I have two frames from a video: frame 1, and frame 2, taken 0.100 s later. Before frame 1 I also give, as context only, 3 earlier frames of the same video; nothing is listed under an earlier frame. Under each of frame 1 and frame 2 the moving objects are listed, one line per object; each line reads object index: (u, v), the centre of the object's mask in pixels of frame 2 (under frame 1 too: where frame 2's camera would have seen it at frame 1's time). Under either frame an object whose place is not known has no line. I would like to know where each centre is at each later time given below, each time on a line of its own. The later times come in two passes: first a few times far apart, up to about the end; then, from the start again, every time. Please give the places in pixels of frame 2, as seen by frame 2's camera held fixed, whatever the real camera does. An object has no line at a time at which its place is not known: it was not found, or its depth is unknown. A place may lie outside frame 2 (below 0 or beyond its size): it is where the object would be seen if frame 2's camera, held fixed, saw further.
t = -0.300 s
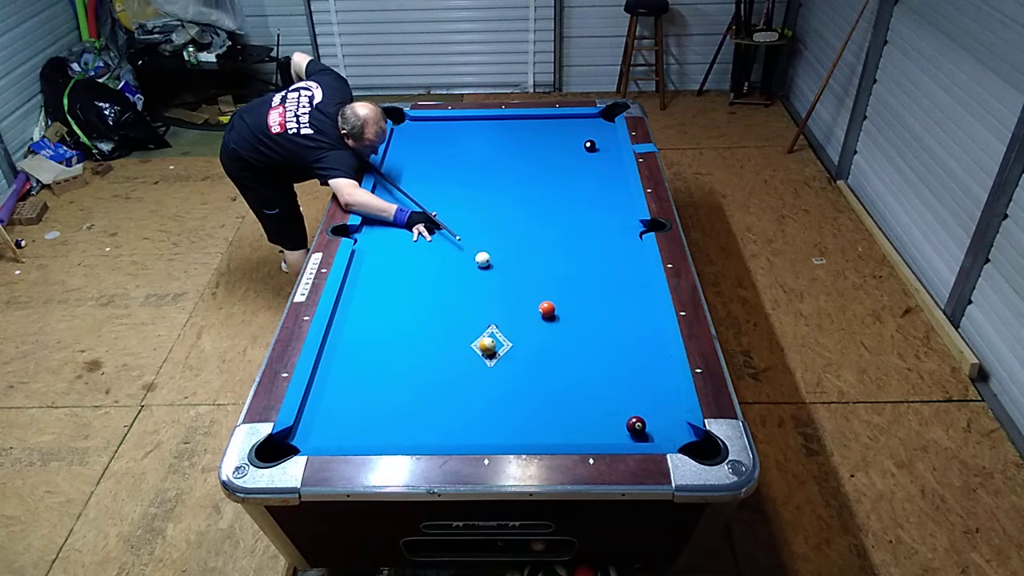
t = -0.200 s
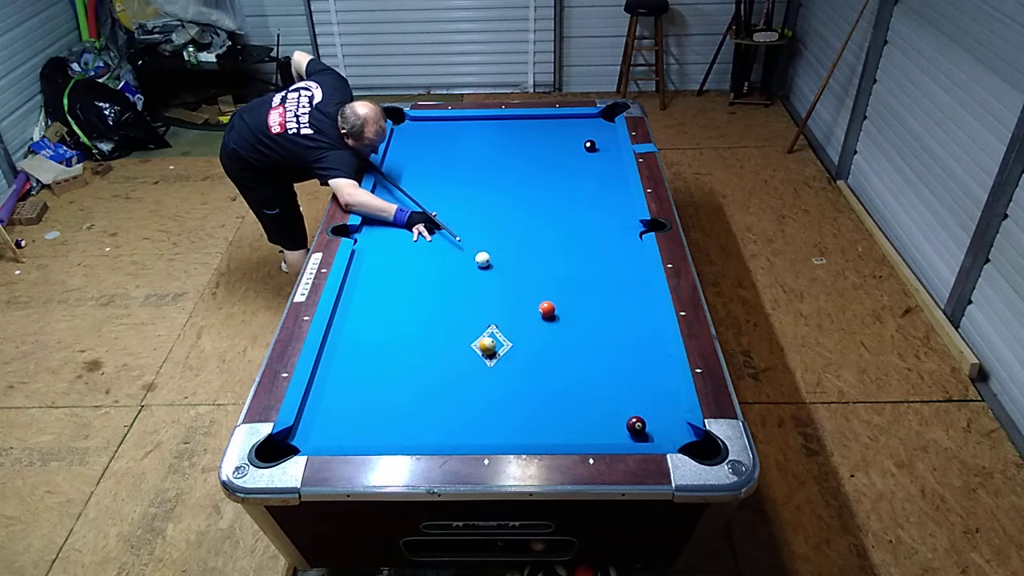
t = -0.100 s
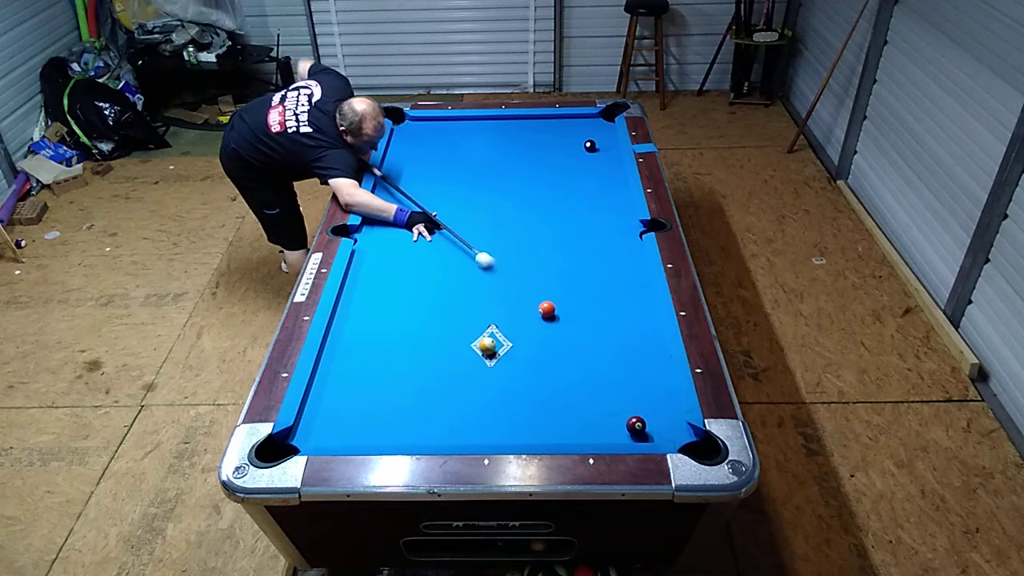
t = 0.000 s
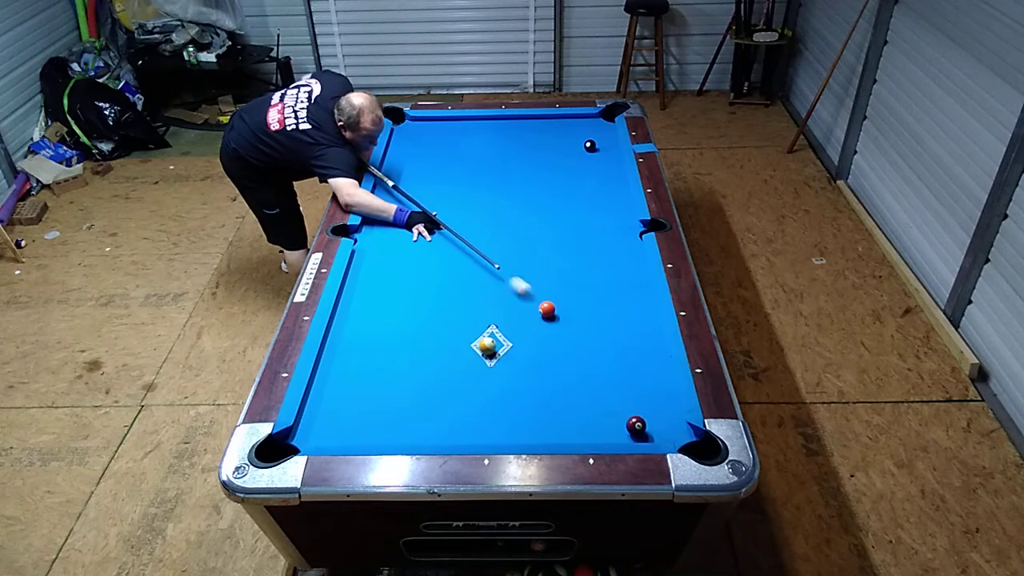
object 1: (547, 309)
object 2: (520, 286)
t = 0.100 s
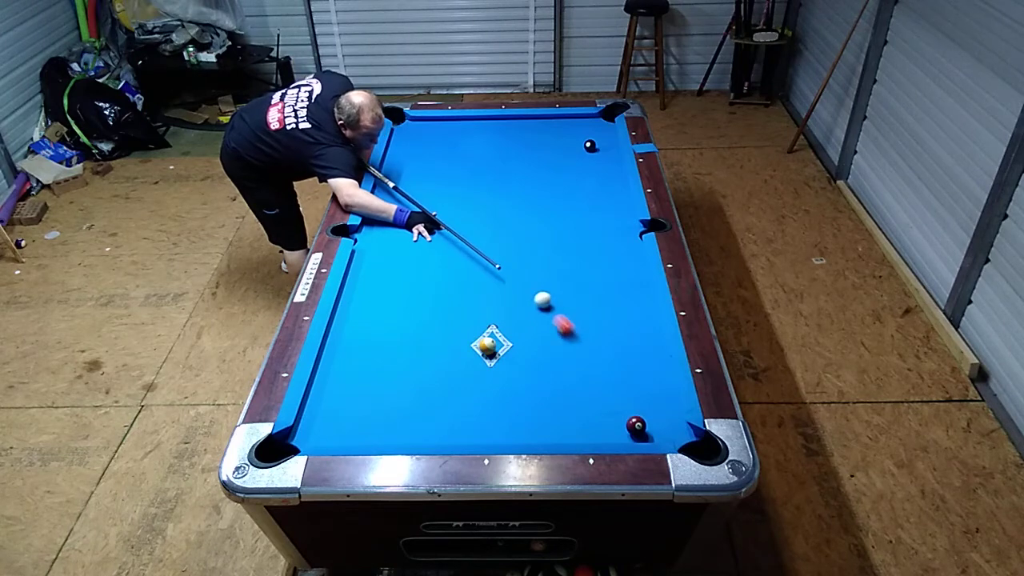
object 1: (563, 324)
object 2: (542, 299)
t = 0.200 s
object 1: (595, 356)
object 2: (553, 300)
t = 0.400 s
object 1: (656, 415)
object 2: (582, 310)
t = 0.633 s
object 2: (618, 323)
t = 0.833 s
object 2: (649, 335)
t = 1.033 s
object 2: (647, 344)
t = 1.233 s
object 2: (636, 352)
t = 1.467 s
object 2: (623, 361)
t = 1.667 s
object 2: (612, 368)
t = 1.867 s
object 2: (603, 376)
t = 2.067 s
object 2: (593, 382)
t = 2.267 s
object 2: (585, 388)
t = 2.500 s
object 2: (575, 394)
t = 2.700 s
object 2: (568, 399)
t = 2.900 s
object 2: (561, 404)
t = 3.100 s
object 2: (555, 407)
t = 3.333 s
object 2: (548, 411)
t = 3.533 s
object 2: (543, 413)
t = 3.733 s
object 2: (540, 415)
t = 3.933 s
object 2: (537, 416)
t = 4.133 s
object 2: (535, 417)
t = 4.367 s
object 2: (534, 417)
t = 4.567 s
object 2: (534, 417)
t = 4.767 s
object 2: (534, 417)
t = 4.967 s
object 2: (534, 417)
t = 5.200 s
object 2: (534, 417)
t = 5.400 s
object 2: (534, 417)
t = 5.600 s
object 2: (534, 417)
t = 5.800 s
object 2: (534, 417)
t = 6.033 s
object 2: (534, 417)
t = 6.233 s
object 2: (534, 417)
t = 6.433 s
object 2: (534, 417)
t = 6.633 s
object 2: (534, 417)
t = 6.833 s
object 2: (534, 417)
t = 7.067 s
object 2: (534, 417)
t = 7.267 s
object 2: (534, 417)
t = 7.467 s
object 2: (534, 417)
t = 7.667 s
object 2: (534, 417)
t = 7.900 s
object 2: (534, 417)
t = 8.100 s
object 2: (534, 417)
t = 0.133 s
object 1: (574, 335)
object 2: (545, 299)
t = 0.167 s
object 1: (585, 346)
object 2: (549, 300)
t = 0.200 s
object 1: (595, 356)
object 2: (553, 300)
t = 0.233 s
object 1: (606, 366)
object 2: (557, 301)
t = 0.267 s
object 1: (616, 376)
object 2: (562, 303)
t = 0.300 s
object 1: (626, 386)
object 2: (567, 305)
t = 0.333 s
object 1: (636, 396)
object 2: (572, 307)
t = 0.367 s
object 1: (646, 405)
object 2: (577, 308)
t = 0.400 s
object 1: (656, 415)
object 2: (582, 310)
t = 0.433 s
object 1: (666, 425)
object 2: (587, 312)
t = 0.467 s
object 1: (676, 435)
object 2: (592, 314)
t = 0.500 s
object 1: (688, 445)
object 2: (597, 316)
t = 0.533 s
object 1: (697, 453)
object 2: (602, 318)
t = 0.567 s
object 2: (607, 320)
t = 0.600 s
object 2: (613, 322)
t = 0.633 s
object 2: (618, 323)
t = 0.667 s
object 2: (623, 325)
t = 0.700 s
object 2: (628, 327)
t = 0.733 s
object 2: (634, 329)
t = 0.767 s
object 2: (639, 331)
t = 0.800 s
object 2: (644, 333)
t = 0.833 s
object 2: (649, 335)
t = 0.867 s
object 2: (654, 337)
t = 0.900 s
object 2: (655, 338)
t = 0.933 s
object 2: (653, 340)
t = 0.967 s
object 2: (651, 341)
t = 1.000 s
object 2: (649, 343)
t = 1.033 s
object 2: (647, 344)
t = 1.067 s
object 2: (645, 345)
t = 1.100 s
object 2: (643, 347)
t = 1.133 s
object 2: (641, 348)
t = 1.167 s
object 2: (639, 349)
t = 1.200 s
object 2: (637, 351)
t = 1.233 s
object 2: (636, 352)
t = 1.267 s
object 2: (634, 353)
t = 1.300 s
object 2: (632, 355)
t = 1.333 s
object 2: (630, 356)
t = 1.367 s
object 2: (628, 357)
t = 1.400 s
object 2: (626, 359)
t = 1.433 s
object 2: (624, 360)
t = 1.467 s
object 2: (623, 361)
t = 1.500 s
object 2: (621, 362)
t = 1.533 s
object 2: (619, 364)
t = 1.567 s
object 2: (617, 365)
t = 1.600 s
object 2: (616, 366)
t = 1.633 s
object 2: (614, 367)
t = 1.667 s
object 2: (612, 368)
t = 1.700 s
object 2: (611, 370)
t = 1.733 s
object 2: (609, 371)
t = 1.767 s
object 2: (608, 372)
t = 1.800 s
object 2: (606, 373)
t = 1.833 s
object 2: (604, 374)
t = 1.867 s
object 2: (603, 376)
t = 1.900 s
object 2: (601, 377)
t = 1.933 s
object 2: (600, 378)
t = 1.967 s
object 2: (598, 379)
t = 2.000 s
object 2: (596, 380)
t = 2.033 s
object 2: (595, 381)
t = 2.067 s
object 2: (593, 382)
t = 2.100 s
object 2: (592, 383)
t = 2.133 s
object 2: (590, 384)
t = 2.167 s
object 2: (589, 385)
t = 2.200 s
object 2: (587, 386)
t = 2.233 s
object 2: (586, 387)
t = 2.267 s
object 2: (585, 388)
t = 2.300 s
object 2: (583, 389)
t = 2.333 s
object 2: (582, 390)
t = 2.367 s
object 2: (581, 391)
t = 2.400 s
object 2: (579, 392)
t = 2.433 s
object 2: (578, 393)
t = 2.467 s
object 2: (576, 393)
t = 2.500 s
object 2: (575, 394)
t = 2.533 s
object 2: (574, 395)
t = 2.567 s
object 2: (573, 396)
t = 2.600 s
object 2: (572, 397)
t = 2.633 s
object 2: (570, 398)
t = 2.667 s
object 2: (569, 398)
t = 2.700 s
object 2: (568, 399)
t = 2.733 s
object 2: (567, 400)
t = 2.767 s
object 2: (566, 401)
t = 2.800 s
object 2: (564, 401)
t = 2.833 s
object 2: (563, 402)
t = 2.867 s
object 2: (562, 403)
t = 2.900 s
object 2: (561, 404)
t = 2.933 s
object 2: (560, 404)
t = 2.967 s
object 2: (559, 405)
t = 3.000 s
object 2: (558, 405)
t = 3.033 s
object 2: (557, 406)
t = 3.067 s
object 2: (556, 407)
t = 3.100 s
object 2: (555, 407)
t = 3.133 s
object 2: (554, 408)
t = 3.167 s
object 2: (553, 408)
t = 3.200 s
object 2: (552, 409)
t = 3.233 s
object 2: (551, 409)
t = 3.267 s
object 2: (550, 410)
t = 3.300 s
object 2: (549, 410)
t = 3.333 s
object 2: (548, 411)
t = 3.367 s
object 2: (547, 411)
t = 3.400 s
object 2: (547, 411)
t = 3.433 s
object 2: (546, 412)
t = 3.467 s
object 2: (545, 412)
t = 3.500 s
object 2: (544, 413)
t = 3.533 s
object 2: (543, 413)
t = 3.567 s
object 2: (543, 413)
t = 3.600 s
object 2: (542, 414)
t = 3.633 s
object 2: (541, 414)
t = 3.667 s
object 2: (541, 414)
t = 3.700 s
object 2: (540, 415)
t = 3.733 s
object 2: (540, 415)
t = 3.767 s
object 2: (539, 415)
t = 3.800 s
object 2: (539, 415)
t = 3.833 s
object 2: (538, 415)
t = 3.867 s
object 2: (538, 416)
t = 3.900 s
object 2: (537, 416)
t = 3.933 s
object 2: (537, 416)
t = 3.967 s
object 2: (536, 416)
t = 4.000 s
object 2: (536, 416)
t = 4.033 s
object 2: (536, 416)
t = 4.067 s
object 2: (535, 416)
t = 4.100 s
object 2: (535, 416)
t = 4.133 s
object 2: (535, 417)
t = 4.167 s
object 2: (534, 417)
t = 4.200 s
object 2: (534, 417)
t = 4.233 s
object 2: (534, 417)
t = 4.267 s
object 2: (534, 417)
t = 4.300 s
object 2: (534, 417)
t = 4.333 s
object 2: (534, 417)
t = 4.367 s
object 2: (534, 417)
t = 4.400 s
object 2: (534, 417)
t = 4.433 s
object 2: (534, 417)
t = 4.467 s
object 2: (534, 417)
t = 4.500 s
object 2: (534, 417)
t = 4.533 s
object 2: (534, 417)
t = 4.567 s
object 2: (534, 417)
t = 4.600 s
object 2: (534, 417)
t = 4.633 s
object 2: (534, 417)
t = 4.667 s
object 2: (534, 417)
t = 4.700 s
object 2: (534, 417)
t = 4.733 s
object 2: (534, 417)
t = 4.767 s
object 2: (534, 417)
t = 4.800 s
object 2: (534, 417)
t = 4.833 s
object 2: (534, 417)
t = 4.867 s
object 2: (534, 417)
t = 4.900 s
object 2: (534, 417)
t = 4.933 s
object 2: (534, 417)
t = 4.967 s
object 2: (534, 417)
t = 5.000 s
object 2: (534, 417)
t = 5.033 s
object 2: (534, 417)
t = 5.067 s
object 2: (534, 417)
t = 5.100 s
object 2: (534, 417)
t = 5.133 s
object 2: (534, 417)
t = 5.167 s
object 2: (534, 417)
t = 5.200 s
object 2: (534, 417)
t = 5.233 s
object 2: (534, 417)
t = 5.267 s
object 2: (534, 417)
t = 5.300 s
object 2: (534, 417)
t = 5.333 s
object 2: (534, 417)
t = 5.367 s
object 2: (534, 417)
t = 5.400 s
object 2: (534, 417)
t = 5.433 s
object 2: (534, 417)
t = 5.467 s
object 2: (534, 417)
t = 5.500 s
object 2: (534, 417)
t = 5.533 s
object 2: (534, 417)
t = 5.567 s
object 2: (534, 417)
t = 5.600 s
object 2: (534, 417)
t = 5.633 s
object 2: (534, 417)
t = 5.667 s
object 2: (534, 417)
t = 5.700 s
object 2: (534, 417)
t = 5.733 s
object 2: (534, 417)
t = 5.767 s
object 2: (534, 417)
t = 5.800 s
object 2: (534, 417)
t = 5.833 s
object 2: (534, 417)
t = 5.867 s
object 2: (534, 417)
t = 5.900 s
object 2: (534, 417)
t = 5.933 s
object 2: (534, 417)
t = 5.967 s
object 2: (534, 417)
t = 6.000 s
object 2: (534, 417)
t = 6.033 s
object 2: (534, 417)
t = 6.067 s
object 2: (534, 417)
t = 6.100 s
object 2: (534, 417)
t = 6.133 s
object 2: (534, 417)
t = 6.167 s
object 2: (534, 417)
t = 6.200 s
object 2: (534, 417)
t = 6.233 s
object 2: (534, 417)
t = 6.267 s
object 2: (534, 417)
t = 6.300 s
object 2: (534, 417)
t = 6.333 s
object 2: (534, 417)
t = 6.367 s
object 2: (534, 417)
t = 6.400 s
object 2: (534, 417)
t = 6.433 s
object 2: (534, 417)
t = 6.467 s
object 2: (534, 417)
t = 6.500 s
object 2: (534, 417)
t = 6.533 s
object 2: (534, 417)
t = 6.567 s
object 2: (534, 417)
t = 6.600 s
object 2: (534, 417)
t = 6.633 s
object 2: (534, 417)
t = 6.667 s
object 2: (534, 417)
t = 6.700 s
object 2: (534, 417)
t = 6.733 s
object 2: (534, 417)
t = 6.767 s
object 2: (534, 417)
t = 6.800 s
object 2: (534, 417)
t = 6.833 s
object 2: (534, 417)
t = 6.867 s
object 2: (534, 417)
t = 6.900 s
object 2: (534, 417)
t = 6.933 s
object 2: (534, 417)
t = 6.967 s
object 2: (534, 417)
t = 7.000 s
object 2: (534, 417)
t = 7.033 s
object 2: (534, 417)
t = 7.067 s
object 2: (534, 417)
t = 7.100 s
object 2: (534, 417)
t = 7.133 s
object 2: (534, 417)
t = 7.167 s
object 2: (534, 417)
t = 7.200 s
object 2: (534, 417)
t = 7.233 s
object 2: (534, 417)
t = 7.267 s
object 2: (534, 417)
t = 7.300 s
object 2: (534, 417)
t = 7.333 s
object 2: (534, 417)
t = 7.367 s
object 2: (534, 417)
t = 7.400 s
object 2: (534, 417)
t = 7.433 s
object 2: (534, 417)
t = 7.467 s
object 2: (534, 417)
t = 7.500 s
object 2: (534, 417)
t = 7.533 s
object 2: (534, 417)
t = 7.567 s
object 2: (534, 417)
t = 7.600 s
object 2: (534, 417)
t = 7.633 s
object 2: (534, 417)
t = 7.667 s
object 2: (534, 417)
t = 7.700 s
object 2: (534, 417)
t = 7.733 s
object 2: (534, 417)
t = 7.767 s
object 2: (534, 417)
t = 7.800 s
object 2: (534, 417)
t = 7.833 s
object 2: (534, 417)
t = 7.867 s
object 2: (534, 417)
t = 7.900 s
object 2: (534, 417)
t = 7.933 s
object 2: (534, 417)
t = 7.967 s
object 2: (534, 417)
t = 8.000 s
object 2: (534, 417)
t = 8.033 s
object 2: (534, 417)
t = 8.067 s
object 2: (534, 417)
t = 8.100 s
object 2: (534, 417)
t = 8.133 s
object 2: (534, 417)
